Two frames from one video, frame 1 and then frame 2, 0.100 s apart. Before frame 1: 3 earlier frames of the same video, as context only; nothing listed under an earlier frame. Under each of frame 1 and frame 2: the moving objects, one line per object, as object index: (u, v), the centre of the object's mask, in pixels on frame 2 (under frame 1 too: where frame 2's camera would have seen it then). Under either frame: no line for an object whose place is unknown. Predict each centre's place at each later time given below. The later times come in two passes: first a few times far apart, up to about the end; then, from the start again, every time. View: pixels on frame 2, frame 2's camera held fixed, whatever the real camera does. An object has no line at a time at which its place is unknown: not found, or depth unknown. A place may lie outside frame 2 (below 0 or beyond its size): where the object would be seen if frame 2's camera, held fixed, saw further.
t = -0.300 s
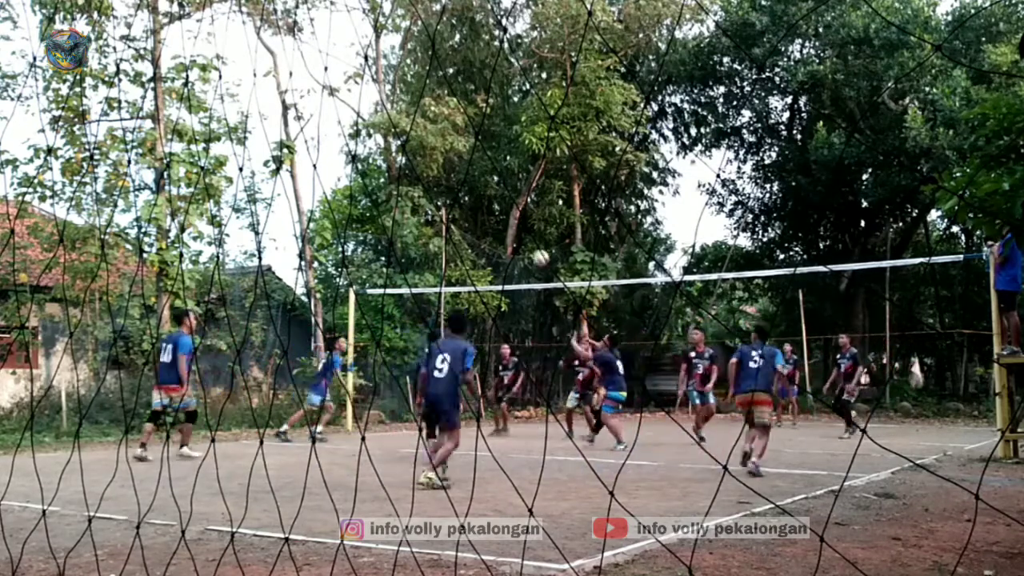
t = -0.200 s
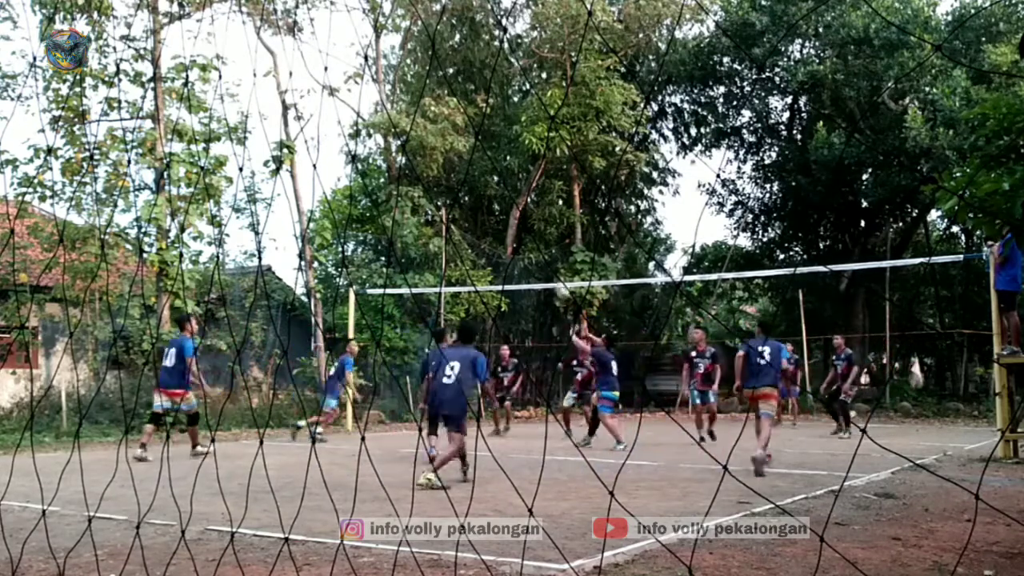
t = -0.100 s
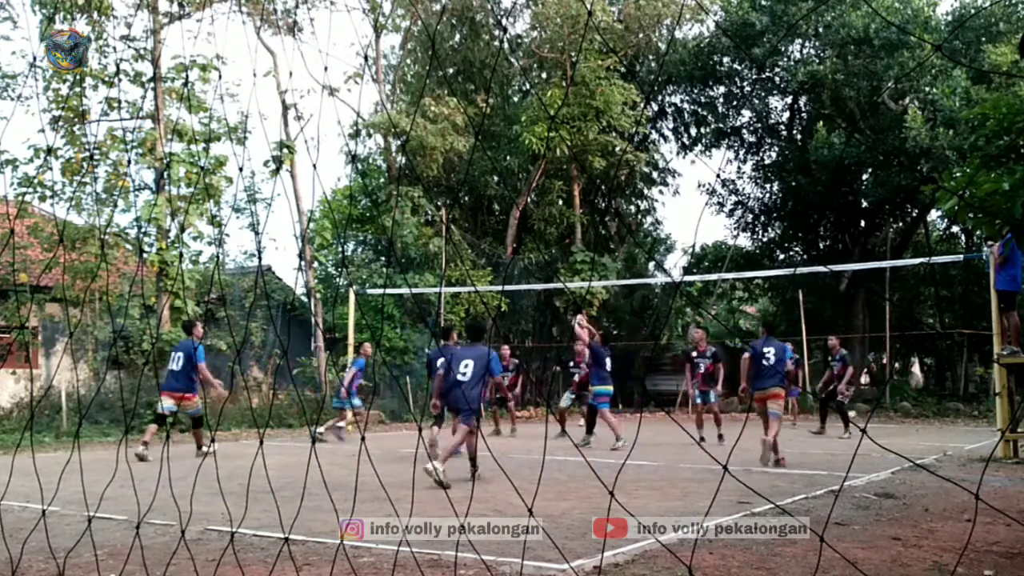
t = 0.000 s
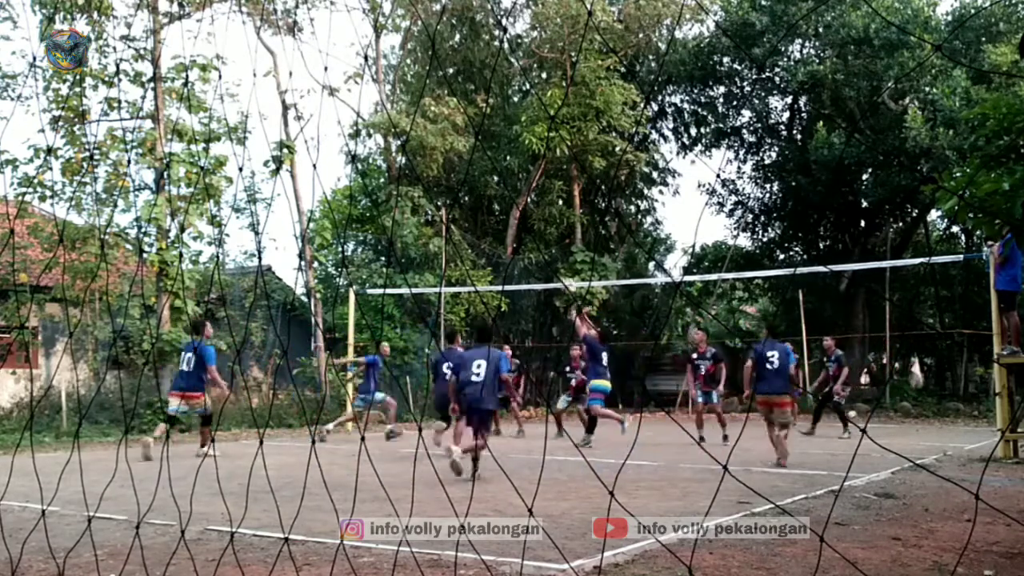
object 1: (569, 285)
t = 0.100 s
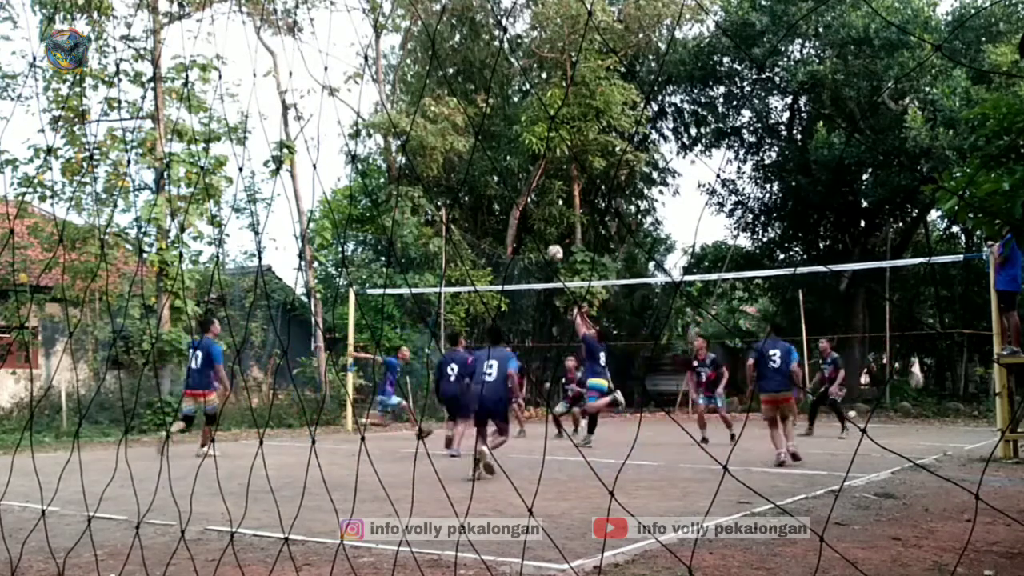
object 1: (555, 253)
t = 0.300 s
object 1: (531, 209)
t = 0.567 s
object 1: (500, 195)
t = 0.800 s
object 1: (475, 220)
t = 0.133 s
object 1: (551, 244)
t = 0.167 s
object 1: (546, 235)
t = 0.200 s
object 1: (542, 227)
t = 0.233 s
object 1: (538, 221)
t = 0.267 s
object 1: (534, 214)
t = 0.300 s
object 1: (531, 209)
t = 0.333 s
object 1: (526, 204)
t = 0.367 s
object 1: (523, 201)
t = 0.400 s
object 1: (519, 198)
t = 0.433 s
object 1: (516, 197)
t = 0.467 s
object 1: (511, 194)
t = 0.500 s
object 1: (507, 194)
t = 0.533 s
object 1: (503, 194)
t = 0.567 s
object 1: (500, 195)
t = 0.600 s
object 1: (496, 196)
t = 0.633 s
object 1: (493, 198)
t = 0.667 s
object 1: (489, 202)
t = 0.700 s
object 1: (485, 205)
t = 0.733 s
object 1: (482, 210)
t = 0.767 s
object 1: (479, 215)
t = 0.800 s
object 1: (475, 220)
